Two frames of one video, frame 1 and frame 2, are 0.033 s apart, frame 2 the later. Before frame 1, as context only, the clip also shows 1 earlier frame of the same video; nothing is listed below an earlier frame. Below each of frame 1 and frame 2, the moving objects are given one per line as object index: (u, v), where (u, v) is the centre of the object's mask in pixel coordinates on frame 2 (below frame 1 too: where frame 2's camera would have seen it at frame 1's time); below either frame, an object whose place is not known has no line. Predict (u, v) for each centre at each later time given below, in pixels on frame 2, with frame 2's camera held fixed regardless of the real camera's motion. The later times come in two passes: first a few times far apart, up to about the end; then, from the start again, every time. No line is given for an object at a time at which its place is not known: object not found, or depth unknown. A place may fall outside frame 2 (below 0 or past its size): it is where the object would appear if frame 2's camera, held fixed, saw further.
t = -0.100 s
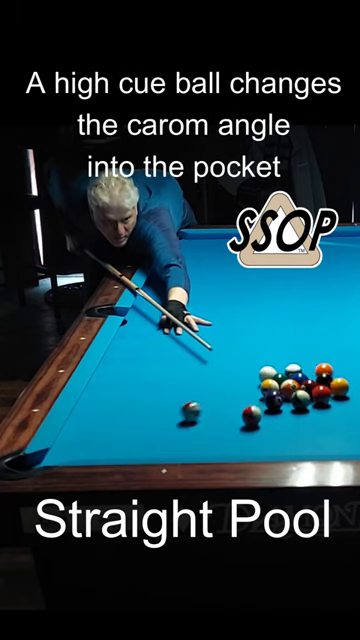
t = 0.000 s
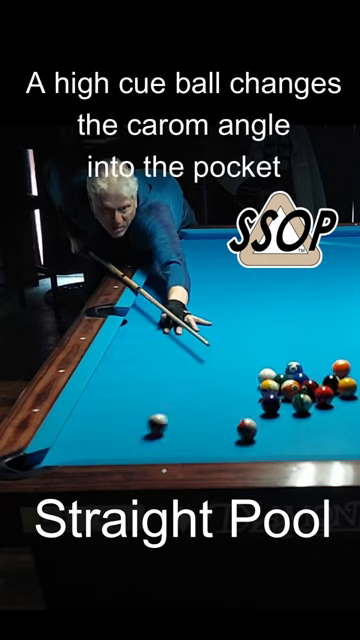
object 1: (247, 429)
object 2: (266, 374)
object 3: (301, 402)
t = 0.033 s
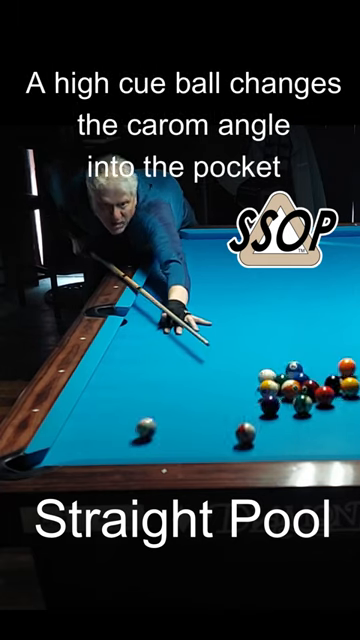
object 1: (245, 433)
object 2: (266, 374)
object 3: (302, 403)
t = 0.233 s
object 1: (235, 448)
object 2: (263, 379)
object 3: (305, 410)
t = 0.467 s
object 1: (218, 432)
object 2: (258, 384)
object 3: (309, 418)
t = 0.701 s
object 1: (204, 415)
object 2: (255, 387)
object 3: (312, 425)
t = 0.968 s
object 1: (190, 399)
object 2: (251, 391)
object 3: (315, 433)
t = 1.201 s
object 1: (178, 386)
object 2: (249, 393)
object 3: (318, 440)
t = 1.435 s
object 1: (167, 374)
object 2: (247, 394)
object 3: (321, 445)
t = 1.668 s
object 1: (158, 363)
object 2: (246, 394)
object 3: (323, 448)
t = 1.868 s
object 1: (151, 355)
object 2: (246, 394)
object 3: (324, 448)
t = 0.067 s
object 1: (244, 438)
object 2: (266, 375)
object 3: (303, 404)
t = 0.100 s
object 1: (242, 442)
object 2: (266, 376)
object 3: (303, 405)
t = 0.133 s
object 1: (240, 446)
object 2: (266, 377)
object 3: (304, 407)
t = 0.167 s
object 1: (239, 447)
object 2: (265, 377)
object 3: (304, 407)
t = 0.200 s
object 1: (238, 449)
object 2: (264, 378)
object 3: (305, 409)
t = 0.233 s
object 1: (235, 448)
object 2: (263, 379)
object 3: (305, 410)
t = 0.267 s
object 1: (232, 446)
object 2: (262, 380)
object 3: (306, 411)
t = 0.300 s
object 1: (230, 445)
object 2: (261, 381)
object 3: (306, 412)
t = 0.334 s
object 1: (228, 442)
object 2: (261, 381)
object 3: (307, 413)
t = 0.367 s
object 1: (225, 439)
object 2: (260, 382)
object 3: (307, 414)
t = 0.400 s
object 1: (223, 436)
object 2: (259, 383)
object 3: (308, 416)
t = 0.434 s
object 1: (221, 434)
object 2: (259, 383)
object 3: (308, 417)
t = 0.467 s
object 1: (218, 432)
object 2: (258, 384)
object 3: (309, 418)
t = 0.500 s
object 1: (216, 429)
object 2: (257, 385)
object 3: (309, 419)
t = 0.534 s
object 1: (214, 426)
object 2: (257, 385)
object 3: (310, 420)
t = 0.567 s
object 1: (212, 424)
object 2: (256, 386)
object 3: (310, 421)
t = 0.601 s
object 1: (210, 422)
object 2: (256, 386)
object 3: (311, 422)
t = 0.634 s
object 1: (208, 419)
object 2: (255, 387)
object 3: (311, 423)
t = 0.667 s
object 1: (206, 417)
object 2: (255, 387)
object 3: (312, 424)
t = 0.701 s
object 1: (204, 415)
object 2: (255, 387)
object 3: (312, 425)
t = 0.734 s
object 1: (202, 412)
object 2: (254, 388)
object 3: (312, 426)
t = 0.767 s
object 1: (200, 410)
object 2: (253, 389)
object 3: (313, 427)
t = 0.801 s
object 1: (198, 409)
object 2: (253, 389)
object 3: (313, 429)
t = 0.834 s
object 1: (196, 406)
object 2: (253, 389)
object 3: (314, 429)
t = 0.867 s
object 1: (194, 404)
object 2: (252, 390)
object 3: (314, 430)
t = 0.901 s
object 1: (193, 402)
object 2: (252, 390)
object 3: (315, 432)
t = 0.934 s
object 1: (192, 401)
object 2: (252, 390)
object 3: (315, 432)
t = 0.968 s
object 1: (190, 399)
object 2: (251, 391)
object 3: (315, 433)
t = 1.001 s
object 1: (188, 397)
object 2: (251, 391)
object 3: (316, 434)
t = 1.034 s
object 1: (186, 395)
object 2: (250, 391)
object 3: (316, 435)
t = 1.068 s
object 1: (184, 393)
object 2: (250, 392)
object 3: (317, 436)
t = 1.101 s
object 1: (183, 392)
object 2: (250, 392)
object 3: (317, 437)
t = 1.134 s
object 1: (181, 390)
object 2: (249, 392)
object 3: (317, 438)
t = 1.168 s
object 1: (180, 388)
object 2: (249, 392)
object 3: (318, 439)
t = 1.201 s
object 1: (178, 386)
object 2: (249, 393)
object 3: (318, 440)
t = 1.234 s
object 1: (177, 384)
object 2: (249, 393)
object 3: (319, 441)
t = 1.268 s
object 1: (175, 382)
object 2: (248, 393)
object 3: (319, 441)
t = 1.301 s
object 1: (174, 381)
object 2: (248, 393)
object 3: (319, 442)
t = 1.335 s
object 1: (172, 379)
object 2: (248, 393)
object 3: (320, 443)
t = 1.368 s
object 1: (170, 377)
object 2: (247, 393)
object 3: (320, 444)
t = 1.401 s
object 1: (169, 375)
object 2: (247, 393)
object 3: (321, 444)
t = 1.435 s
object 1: (167, 374)
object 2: (247, 394)
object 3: (321, 445)
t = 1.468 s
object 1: (166, 373)
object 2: (247, 394)
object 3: (321, 445)
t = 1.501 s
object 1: (164, 371)
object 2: (247, 394)
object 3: (322, 445)
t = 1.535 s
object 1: (163, 369)
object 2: (246, 394)
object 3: (322, 446)
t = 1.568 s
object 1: (162, 368)
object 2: (246, 394)
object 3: (322, 446)
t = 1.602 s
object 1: (161, 366)
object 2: (246, 394)
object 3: (322, 447)
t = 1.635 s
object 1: (159, 365)
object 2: (246, 394)
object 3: (322, 447)
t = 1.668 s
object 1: (158, 363)
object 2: (246, 394)
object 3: (323, 448)
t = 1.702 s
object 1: (156, 362)
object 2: (246, 394)
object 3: (323, 448)
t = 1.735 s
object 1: (156, 361)
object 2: (246, 394)
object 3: (323, 449)
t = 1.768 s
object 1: (155, 360)
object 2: (246, 394)
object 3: (323, 449)
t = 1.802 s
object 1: (153, 358)
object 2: (246, 394)
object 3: (323, 448)
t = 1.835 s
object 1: (152, 357)
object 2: (246, 394)
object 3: (324, 448)
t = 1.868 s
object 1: (151, 355)
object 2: (246, 394)
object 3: (324, 448)
